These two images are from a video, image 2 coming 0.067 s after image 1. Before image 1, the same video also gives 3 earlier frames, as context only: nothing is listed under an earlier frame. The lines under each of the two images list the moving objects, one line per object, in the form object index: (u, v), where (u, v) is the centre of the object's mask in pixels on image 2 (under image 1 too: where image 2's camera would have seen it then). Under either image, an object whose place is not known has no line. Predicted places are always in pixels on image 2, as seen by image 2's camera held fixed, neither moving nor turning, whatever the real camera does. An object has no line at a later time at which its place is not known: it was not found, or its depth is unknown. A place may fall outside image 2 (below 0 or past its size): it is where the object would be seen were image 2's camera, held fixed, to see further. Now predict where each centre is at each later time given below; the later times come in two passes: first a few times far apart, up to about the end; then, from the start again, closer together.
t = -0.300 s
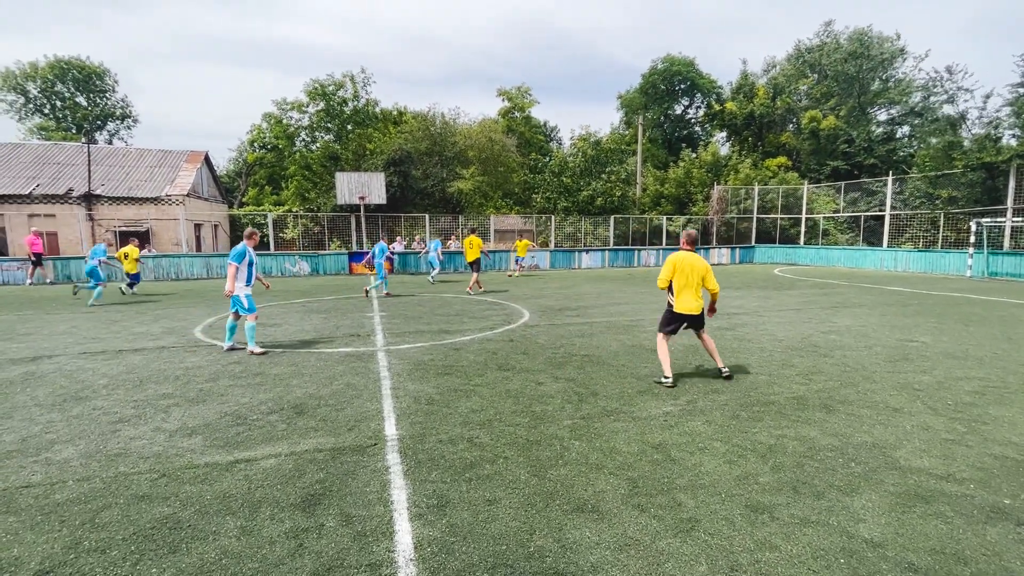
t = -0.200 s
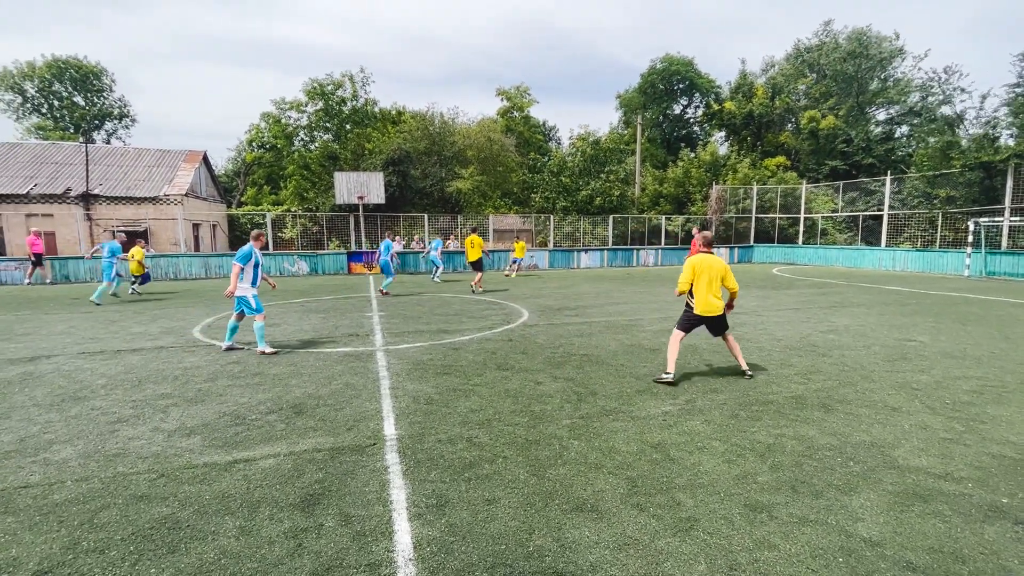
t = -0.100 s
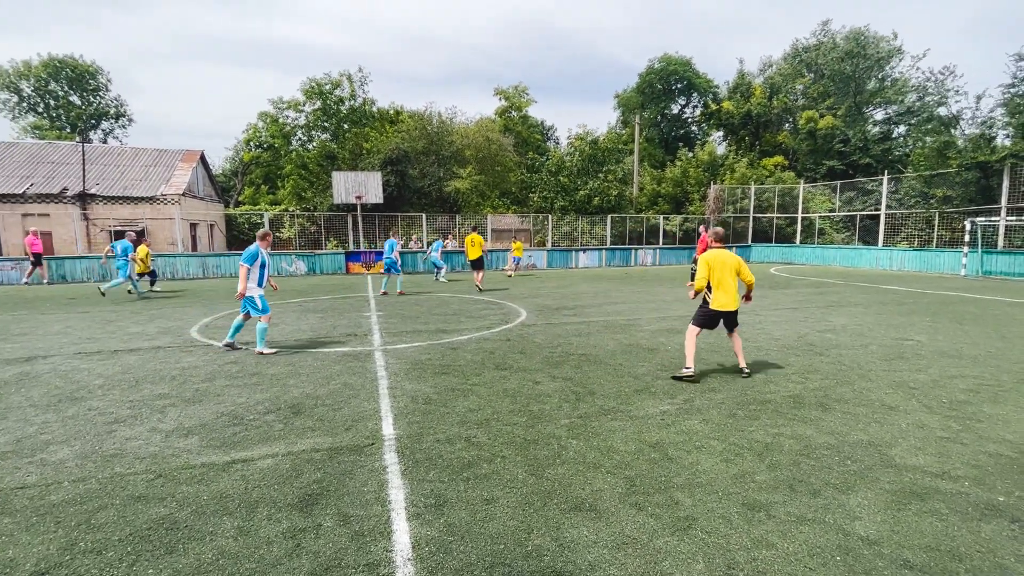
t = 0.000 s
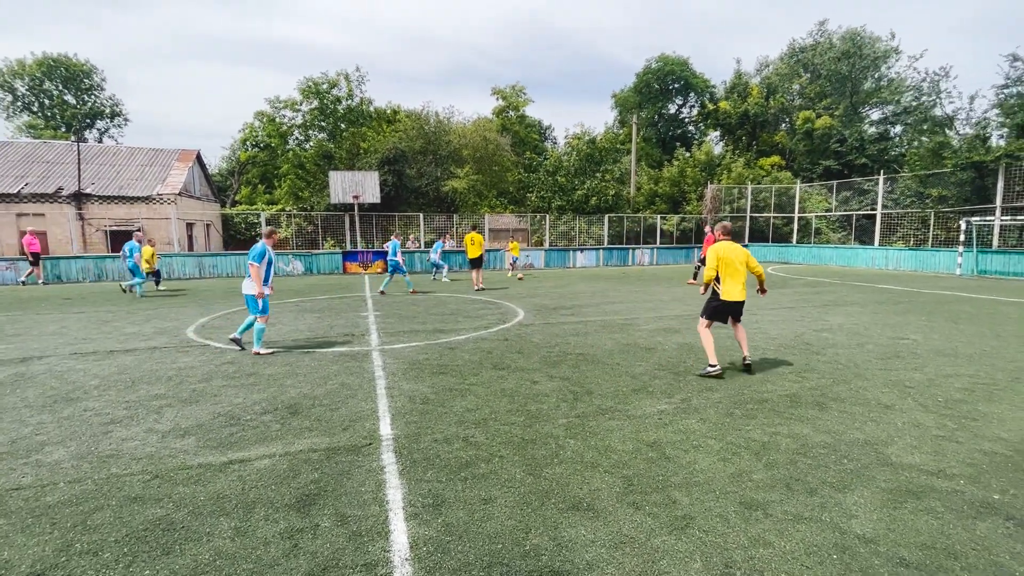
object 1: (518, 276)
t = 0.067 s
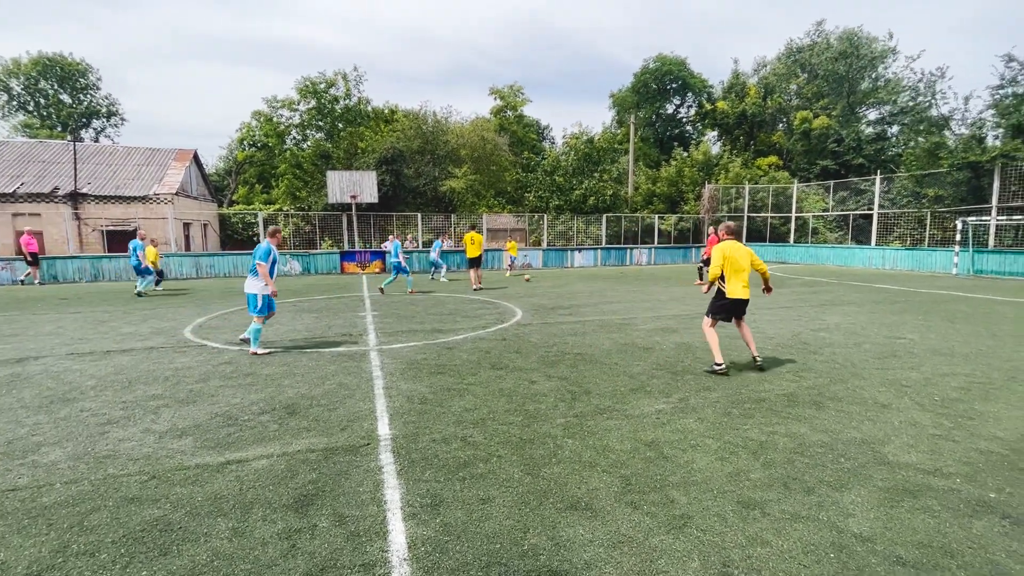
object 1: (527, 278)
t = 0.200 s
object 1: (547, 282)
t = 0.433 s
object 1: (587, 292)
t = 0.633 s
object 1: (628, 301)
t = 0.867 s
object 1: (689, 315)
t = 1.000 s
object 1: (733, 324)
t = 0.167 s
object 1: (542, 281)
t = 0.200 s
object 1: (547, 282)
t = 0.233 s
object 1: (553, 282)
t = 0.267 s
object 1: (558, 285)
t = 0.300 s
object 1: (564, 286)
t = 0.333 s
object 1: (570, 288)
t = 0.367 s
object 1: (575, 289)
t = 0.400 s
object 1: (581, 290)
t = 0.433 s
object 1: (587, 292)
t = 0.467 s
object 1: (594, 293)
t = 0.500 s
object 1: (600, 295)
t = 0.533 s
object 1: (607, 297)
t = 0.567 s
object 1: (614, 298)
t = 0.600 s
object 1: (621, 299)
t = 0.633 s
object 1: (628, 301)
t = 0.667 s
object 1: (636, 303)
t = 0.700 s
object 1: (644, 305)
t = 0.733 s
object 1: (652, 306)
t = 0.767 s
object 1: (660, 308)
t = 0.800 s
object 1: (670, 310)
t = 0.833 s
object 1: (679, 312)
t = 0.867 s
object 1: (689, 315)
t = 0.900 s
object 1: (699, 316)
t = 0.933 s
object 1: (710, 318)
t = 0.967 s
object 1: (721, 322)
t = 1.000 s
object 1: (733, 324)
